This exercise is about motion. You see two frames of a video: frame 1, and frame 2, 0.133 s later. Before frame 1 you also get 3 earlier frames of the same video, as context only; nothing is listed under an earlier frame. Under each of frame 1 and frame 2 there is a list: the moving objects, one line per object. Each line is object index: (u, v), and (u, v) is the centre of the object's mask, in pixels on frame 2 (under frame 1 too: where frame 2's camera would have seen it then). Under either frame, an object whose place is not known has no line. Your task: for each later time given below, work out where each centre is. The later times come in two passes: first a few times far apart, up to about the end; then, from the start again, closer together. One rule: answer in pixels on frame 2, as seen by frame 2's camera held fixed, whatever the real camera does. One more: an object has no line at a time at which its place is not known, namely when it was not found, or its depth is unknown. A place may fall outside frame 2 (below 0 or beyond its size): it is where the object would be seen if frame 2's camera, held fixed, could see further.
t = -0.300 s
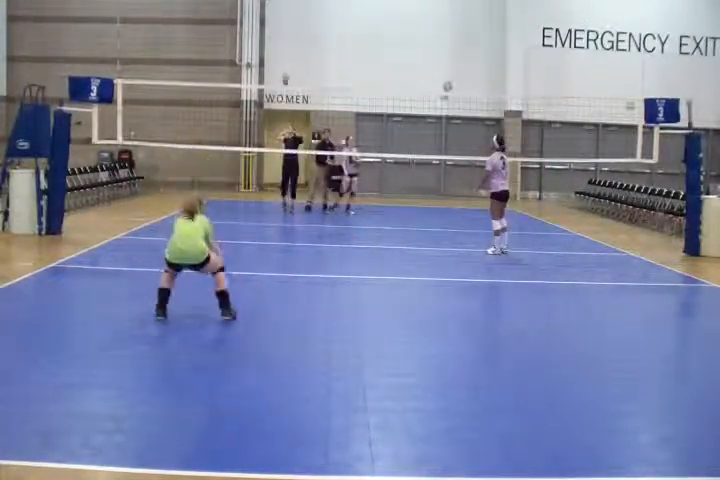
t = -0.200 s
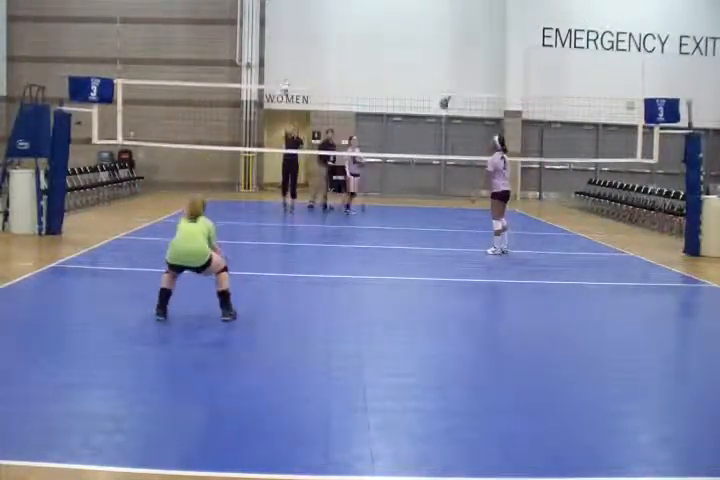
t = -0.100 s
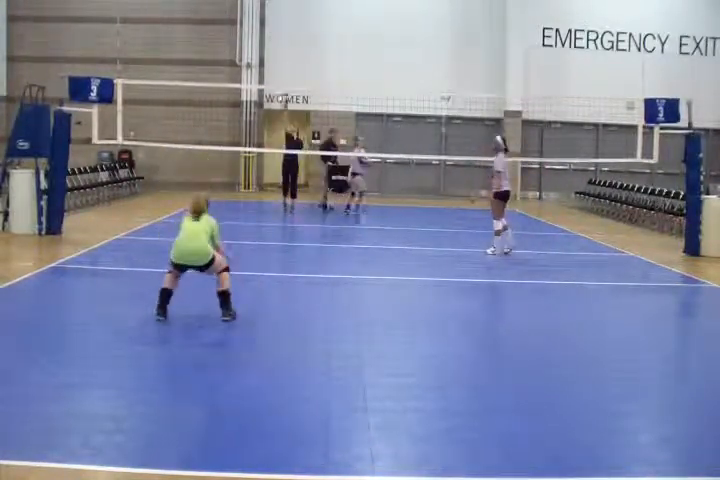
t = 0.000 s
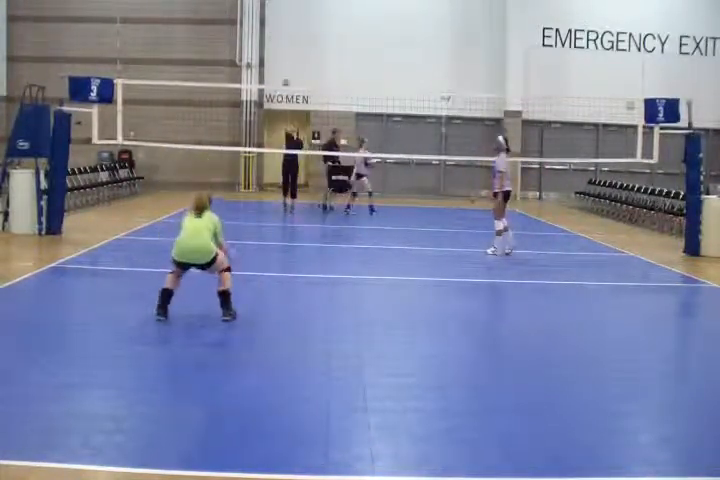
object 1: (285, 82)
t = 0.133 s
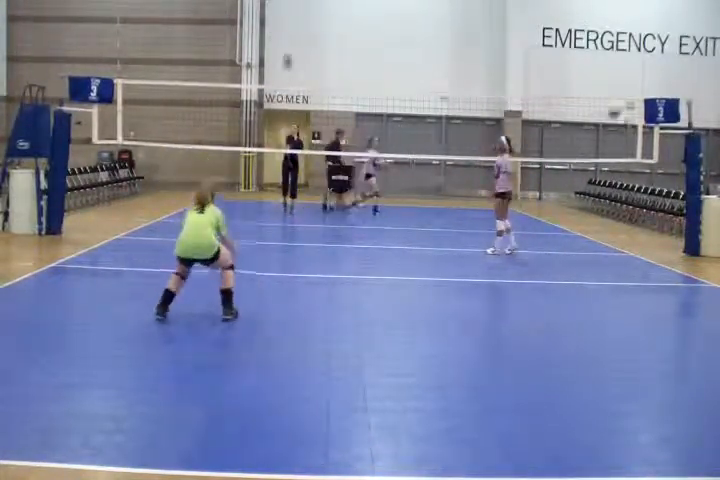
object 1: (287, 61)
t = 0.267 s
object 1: (287, 48)
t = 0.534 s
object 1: (289, 42)
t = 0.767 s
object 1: (287, 84)
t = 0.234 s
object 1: (287, 51)
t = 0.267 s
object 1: (287, 48)
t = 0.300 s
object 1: (287, 45)
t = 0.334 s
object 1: (289, 41)
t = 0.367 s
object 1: (289, 41)
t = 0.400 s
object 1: (289, 40)
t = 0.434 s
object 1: (289, 40)
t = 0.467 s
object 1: (289, 40)
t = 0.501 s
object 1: (289, 41)
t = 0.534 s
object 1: (289, 42)
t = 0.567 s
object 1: (289, 45)
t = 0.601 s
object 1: (289, 49)
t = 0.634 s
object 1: (289, 54)
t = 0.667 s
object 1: (288, 60)
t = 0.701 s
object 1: (288, 66)
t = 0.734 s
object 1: (287, 74)
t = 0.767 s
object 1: (287, 84)
